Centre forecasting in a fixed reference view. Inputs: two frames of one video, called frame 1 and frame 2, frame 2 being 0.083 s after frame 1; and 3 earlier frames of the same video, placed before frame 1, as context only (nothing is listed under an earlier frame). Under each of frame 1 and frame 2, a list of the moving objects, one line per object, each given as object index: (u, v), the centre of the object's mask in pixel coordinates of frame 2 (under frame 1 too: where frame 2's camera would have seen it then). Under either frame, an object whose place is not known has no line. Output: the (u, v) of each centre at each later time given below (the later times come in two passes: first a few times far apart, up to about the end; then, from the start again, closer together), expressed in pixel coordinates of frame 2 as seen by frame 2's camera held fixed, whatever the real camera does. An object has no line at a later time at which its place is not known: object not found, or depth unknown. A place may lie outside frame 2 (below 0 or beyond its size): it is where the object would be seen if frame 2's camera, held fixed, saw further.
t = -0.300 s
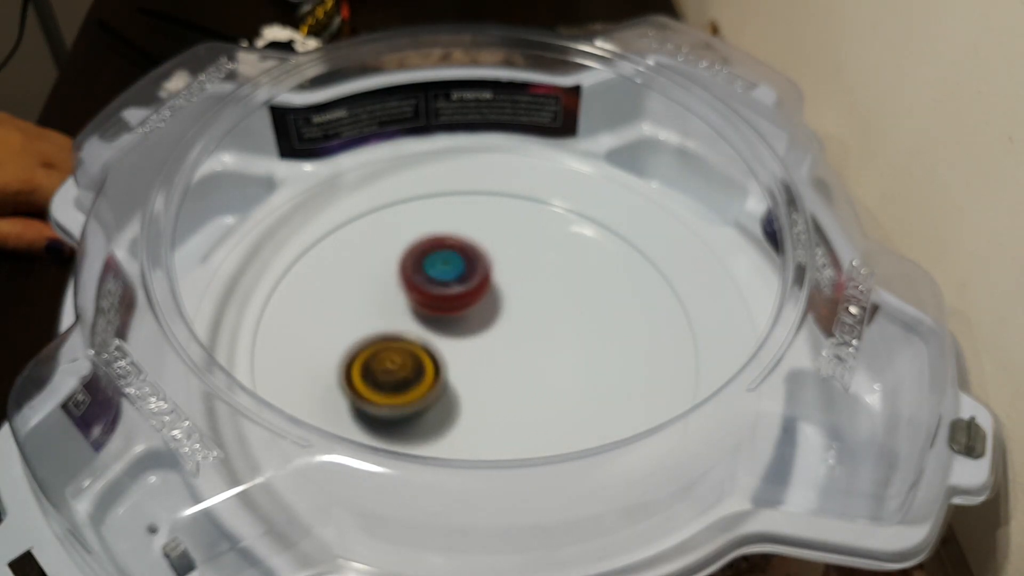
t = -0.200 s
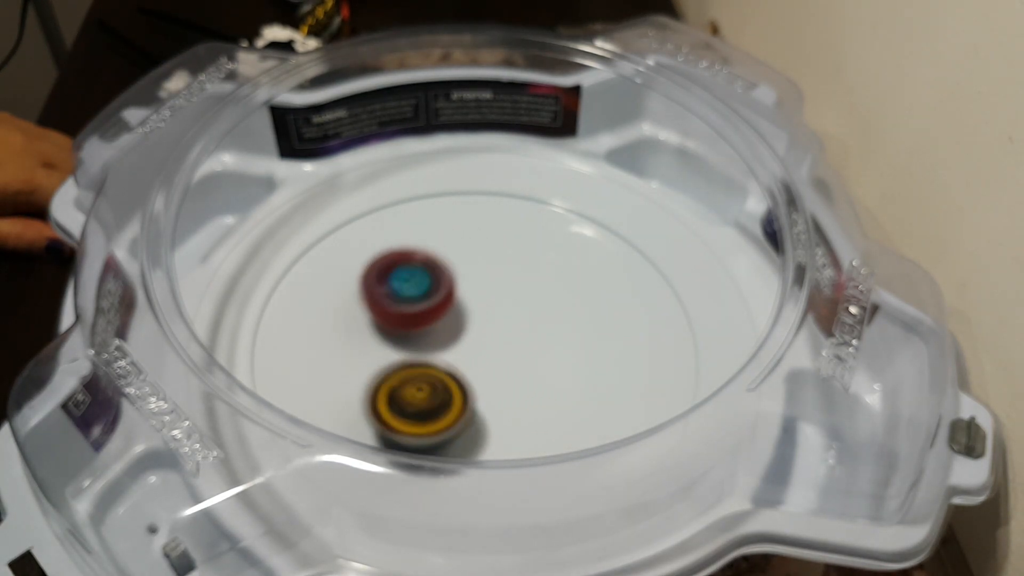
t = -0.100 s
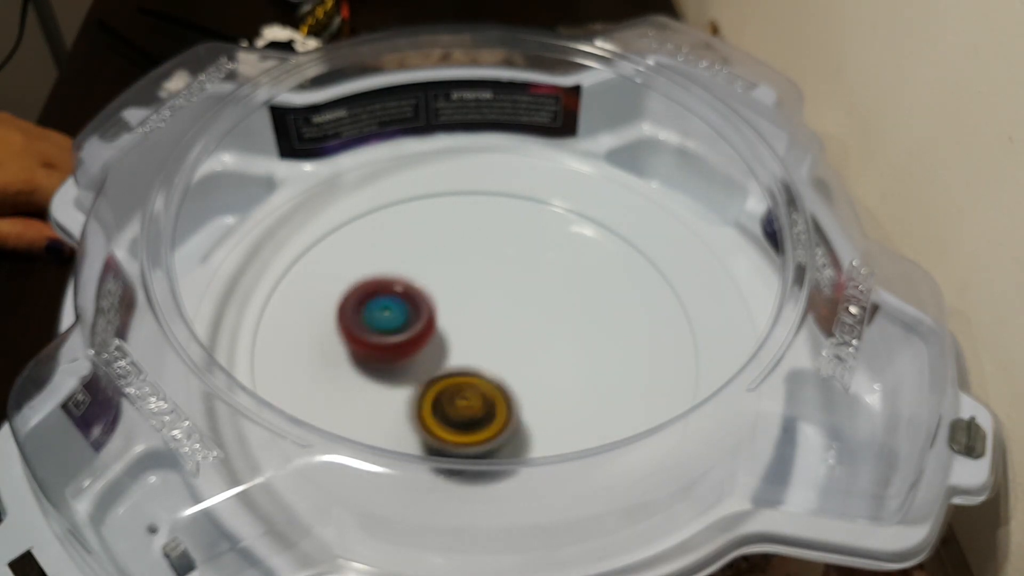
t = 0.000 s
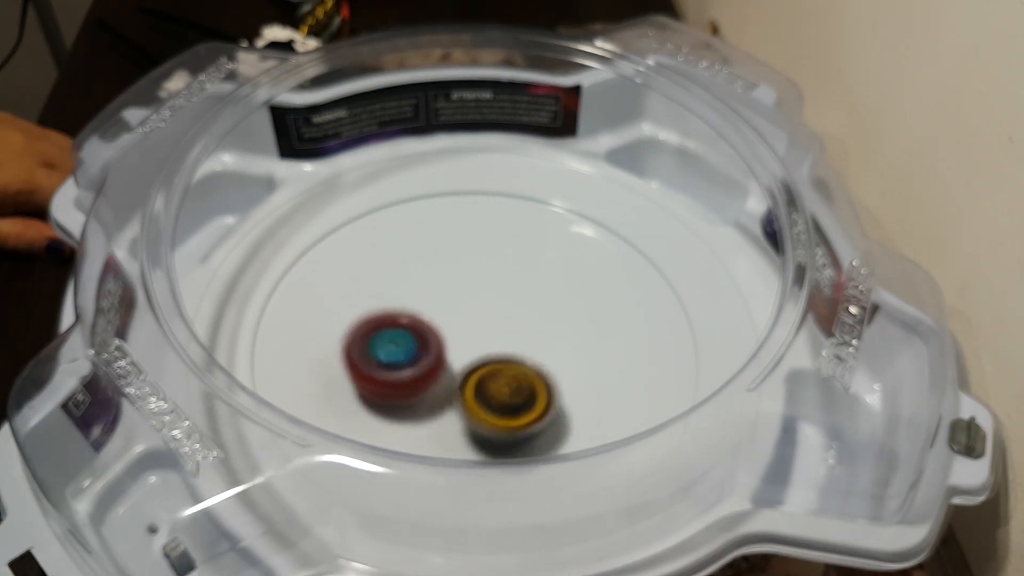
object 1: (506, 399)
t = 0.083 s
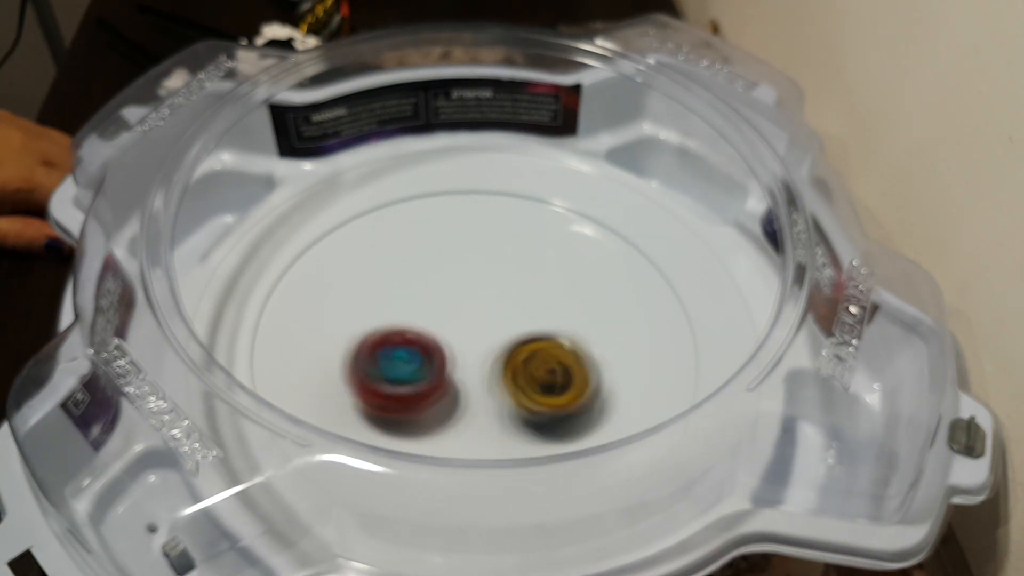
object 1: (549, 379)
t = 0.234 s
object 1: (684, 332)
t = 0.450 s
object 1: (581, 293)
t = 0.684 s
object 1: (526, 282)
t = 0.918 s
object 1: (560, 343)
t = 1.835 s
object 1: (363, 454)
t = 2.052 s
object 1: (328, 371)
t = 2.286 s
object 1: (380, 271)
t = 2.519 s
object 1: (459, 222)
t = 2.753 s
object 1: (549, 267)
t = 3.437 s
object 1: (442, 442)
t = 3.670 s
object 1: (360, 385)
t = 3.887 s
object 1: (367, 305)
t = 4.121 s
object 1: (440, 246)
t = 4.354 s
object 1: (528, 257)
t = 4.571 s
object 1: (571, 329)
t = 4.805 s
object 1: (531, 408)
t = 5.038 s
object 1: (426, 419)
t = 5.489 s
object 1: (384, 288)
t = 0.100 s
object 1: (570, 373)
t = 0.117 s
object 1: (590, 369)
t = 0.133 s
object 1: (609, 365)
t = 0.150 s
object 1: (627, 360)
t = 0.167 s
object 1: (642, 355)
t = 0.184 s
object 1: (656, 349)
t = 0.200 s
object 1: (667, 344)
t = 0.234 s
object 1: (684, 332)
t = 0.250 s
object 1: (690, 326)
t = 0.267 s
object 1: (691, 321)
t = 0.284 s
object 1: (687, 318)
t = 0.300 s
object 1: (681, 315)
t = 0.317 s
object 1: (674, 311)
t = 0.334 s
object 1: (664, 307)
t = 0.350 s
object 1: (655, 305)
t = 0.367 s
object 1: (645, 302)
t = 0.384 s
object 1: (635, 299)
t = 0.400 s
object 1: (622, 297)
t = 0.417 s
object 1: (609, 296)
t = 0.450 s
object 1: (581, 293)
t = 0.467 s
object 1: (568, 292)
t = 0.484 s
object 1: (554, 291)
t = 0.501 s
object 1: (539, 291)
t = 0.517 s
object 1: (525, 290)
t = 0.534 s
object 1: (511, 290)
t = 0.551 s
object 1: (496, 289)
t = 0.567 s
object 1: (483, 290)
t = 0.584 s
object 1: (473, 290)
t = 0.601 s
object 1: (479, 291)
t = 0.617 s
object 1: (488, 289)
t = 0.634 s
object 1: (498, 288)
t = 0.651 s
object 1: (508, 287)
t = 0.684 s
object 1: (526, 282)
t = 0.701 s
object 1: (536, 288)
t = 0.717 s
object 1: (543, 289)
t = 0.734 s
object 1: (550, 291)
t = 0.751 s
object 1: (554, 295)
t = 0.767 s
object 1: (558, 299)
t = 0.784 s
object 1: (563, 303)
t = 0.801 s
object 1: (563, 307)
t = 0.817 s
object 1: (565, 312)
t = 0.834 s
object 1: (566, 316)
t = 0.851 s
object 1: (565, 322)
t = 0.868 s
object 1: (567, 329)
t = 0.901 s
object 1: (562, 338)
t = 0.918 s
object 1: (560, 343)
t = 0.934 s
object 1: (556, 347)
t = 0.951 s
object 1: (553, 351)
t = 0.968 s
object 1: (549, 356)
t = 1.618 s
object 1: (483, 450)
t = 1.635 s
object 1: (474, 439)
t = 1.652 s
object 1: (467, 439)
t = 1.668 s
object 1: (456, 451)
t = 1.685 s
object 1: (446, 459)
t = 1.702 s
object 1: (436, 462)
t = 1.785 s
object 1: (387, 463)
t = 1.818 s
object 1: (370, 458)
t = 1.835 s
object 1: (363, 454)
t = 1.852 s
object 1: (357, 450)
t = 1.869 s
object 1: (356, 437)
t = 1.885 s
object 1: (344, 426)
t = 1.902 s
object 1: (340, 424)
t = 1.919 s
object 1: (336, 419)
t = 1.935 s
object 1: (334, 416)
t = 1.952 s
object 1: (328, 406)
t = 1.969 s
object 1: (329, 399)
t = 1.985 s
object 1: (327, 395)
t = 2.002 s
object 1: (328, 389)
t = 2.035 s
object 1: (326, 378)
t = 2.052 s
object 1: (328, 371)
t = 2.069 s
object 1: (329, 364)
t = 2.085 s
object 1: (332, 355)
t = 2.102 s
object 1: (334, 348)
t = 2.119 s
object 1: (336, 340)
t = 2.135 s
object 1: (339, 332)
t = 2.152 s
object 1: (343, 325)
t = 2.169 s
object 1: (347, 318)
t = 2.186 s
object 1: (352, 310)
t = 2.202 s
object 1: (356, 305)
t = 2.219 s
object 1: (360, 298)
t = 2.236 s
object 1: (365, 291)
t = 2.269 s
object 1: (375, 278)
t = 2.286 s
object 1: (380, 271)
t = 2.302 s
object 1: (385, 266)
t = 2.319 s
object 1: (391, 260)
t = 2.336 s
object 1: (395, 254)
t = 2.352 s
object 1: (400, 249)
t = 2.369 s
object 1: (405, 244)
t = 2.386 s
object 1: (410, 239)
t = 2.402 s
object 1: (417, 237)
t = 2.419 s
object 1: (422, 234)
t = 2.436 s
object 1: (428, 230)
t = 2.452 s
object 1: (435, 228)
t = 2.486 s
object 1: (446, 225)
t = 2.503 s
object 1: (453, 224)
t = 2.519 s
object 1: (459, 222)
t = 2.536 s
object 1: (467, 224)
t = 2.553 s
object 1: (473, 225)
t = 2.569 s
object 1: (480, 227)
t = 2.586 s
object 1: (486, 228)
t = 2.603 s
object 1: (492, 230)
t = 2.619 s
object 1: (498, 233)
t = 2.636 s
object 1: (505, 236)
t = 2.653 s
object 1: (512, 239)
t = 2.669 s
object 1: (518, 242)
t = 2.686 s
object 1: (524, 247)
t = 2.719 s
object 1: (538, 257)
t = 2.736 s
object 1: (543, 261)
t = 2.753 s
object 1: (549, 267)
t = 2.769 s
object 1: (555, 272)
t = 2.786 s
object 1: (559, 276)
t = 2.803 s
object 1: (566, 282)
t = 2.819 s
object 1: (571, 287)
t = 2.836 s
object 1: (576, 291)
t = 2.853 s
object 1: (581, 296)
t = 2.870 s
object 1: (585, 302)
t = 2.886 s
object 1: (589, 308)
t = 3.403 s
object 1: (458, 443)
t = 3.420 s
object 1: (450, 442)
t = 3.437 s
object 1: (442, 442)
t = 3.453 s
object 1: (433, 441)
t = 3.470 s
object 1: (421, 429)
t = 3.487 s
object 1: (414, 424)
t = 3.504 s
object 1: (407, 423)
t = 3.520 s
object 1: (400, 421)
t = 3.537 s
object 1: (394, 417)
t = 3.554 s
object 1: (387, 413)
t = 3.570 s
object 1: (382, 411)
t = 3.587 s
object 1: (379, 408)
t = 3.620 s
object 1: (370, 401)
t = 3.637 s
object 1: (367, 397)
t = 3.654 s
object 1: (364, 391)
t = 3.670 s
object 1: (360, 385)
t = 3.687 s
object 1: (357, 378)
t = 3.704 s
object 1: (355, 373)
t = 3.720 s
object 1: (354, 366)
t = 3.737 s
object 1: (353, 360)
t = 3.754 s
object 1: (352, 354)
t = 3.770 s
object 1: (352, 348)
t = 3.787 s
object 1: (353, 342)
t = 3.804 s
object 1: (354, 335)
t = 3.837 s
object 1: (358, 322)
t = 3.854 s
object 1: (359, 317)
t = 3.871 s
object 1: (364, 311)
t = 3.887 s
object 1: (367, 305)
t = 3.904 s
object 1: (371, 300)
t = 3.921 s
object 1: (375, 295)
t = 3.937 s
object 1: (379, 289)
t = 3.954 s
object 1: (384, 285)
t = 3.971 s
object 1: (389, 280)
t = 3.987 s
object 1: (395, 276)
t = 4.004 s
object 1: (400, 272)
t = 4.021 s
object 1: (403, 266)
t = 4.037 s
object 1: (410, 262)
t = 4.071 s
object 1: (420, 254)
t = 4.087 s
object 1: (427, 252)
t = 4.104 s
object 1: (433, 249)
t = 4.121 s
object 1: (440, 246)
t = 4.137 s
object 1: (446, 243)
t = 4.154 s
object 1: (453, 242)
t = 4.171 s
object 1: (460, 241)
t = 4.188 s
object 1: (467, 240)
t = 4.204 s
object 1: (474, 239)
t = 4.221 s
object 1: (480, 240)
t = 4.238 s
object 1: (487, 240)
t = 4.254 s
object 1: (492, 241)
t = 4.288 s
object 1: (506, 244)
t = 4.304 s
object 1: (511, 247)
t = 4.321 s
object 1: (517, 250)
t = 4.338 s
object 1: (521, 253)
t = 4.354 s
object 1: (528, 257)
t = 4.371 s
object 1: (532, 261)
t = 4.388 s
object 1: (537, 266)
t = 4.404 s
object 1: (542, 270)
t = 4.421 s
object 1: (547, 275)
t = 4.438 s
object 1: (551, 281)
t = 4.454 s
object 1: (555, 286)
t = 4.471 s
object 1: (558, 292)
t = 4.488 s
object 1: (560, 298)
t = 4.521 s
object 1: (566, 309)
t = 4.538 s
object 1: (570, 318)
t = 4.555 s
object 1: (569, 321)
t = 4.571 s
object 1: (571, 329)
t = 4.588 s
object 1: (571, 333)
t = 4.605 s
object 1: (572, 342)
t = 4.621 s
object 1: (575, 350)
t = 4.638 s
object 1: (568, 353)
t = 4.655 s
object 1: (569, 361)
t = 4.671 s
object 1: (570, 369)
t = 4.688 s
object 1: (563, 372)
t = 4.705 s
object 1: (564, 382)
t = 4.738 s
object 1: (557, 393)
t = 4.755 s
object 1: (548, 394)
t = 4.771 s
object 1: (541, 399)
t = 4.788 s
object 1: (539, 404)
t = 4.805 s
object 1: (531, 408)
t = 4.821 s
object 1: (526, 411)
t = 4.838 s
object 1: (518, 414)
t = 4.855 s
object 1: (512, 417)
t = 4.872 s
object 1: (505, 418)
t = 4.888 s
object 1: (497, 420)
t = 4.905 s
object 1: (489, 422)
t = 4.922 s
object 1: (481, 423)
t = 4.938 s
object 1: (474, 423)
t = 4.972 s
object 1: (457, 422)
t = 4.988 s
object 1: (449, 423)
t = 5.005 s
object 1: (441, 421)
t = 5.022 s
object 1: (434, 421)
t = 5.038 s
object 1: (426, 419)
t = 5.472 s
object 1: (379, 293)
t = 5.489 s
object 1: (384, 288)
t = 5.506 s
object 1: (386, 284)
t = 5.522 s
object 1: (391, 280)
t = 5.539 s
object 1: (395, 276)
